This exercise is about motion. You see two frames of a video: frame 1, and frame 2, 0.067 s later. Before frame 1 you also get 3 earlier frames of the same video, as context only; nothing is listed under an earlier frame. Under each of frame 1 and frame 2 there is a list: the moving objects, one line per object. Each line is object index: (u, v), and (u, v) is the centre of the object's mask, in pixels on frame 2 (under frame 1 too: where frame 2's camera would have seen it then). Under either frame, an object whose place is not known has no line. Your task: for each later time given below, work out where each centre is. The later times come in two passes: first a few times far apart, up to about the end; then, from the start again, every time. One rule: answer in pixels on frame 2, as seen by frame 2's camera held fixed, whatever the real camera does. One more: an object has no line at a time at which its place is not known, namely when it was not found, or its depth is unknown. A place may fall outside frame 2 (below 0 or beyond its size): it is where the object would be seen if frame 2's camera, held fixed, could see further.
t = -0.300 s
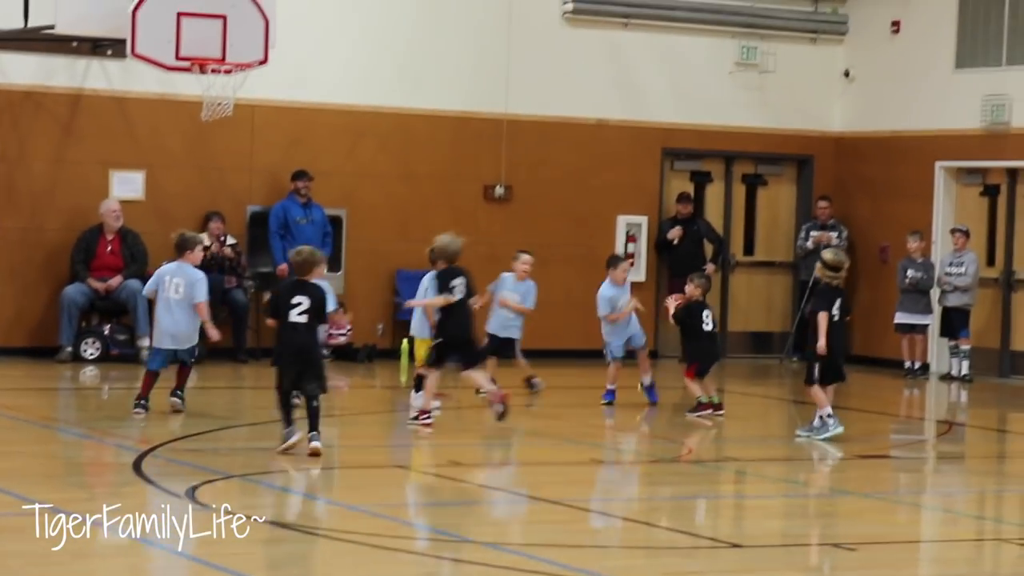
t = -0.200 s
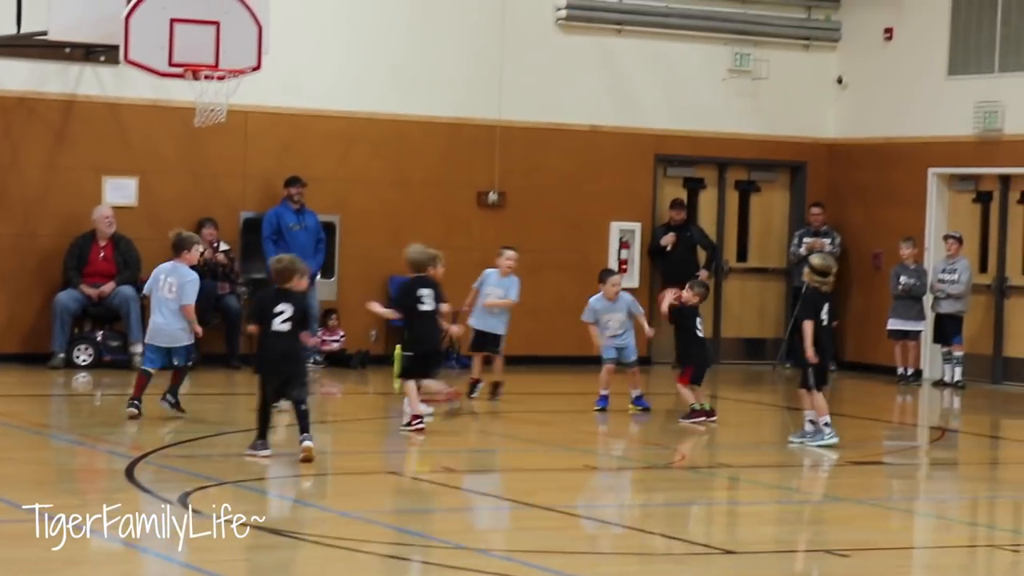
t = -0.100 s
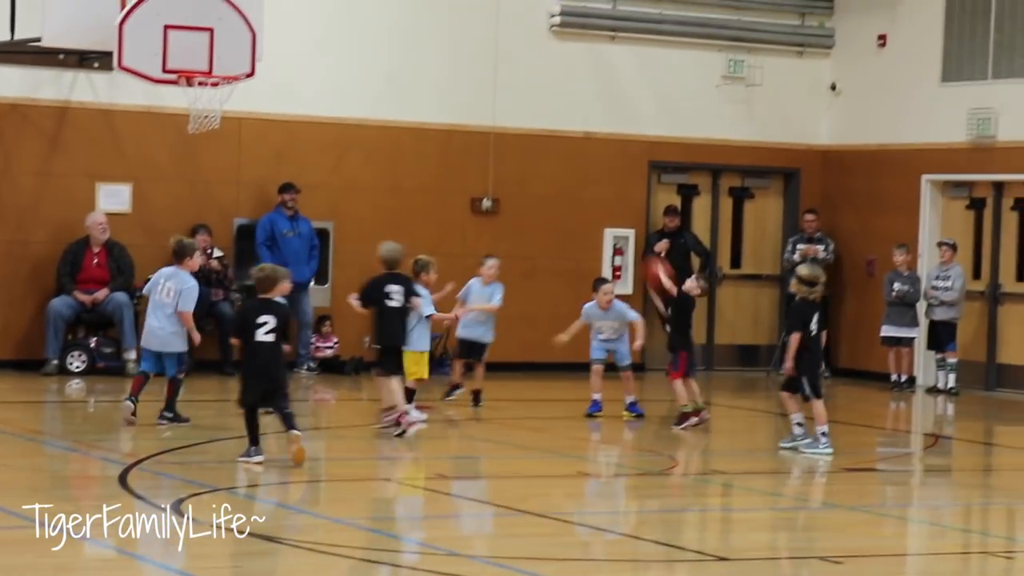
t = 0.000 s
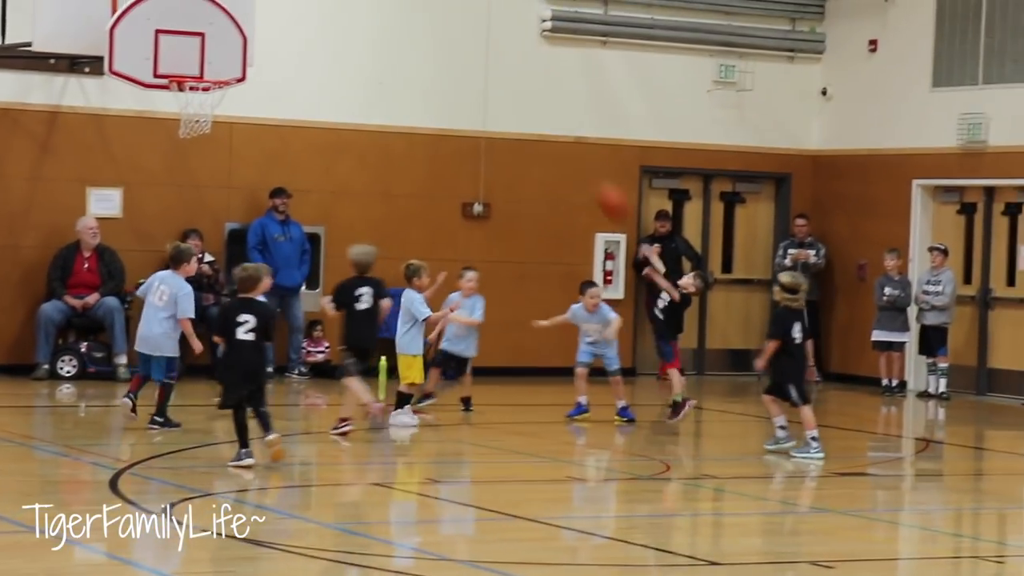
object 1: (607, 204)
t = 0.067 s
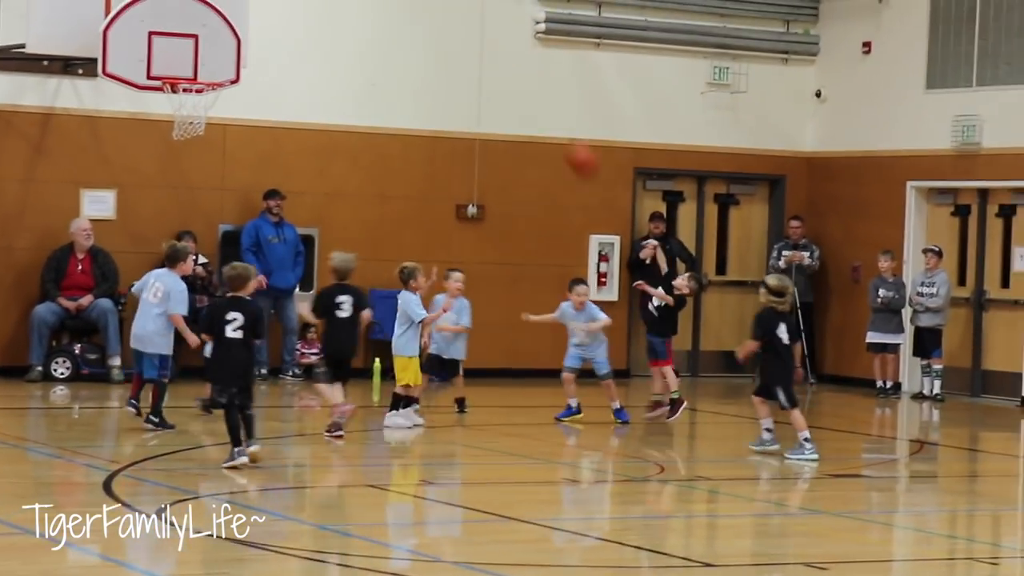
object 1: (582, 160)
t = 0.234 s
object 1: (516, 71)
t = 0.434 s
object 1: (439, 14)
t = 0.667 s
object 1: (347, 12)
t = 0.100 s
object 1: (569, 139)
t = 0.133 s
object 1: (556, 119)
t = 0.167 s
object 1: (542, 101)
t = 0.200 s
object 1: (529, 86)
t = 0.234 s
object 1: (516, 71)
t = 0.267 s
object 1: (503, 58)
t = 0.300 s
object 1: (490, 46)
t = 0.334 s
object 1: (477, 36)
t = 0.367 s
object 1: (464, 28)
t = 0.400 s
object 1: (452, 20)
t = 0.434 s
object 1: (439, 14)
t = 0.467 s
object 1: (426, 10)
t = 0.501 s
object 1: (413, 7)
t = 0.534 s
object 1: (399, 5)
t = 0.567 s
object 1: (387, 5)
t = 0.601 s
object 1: (374, 6)
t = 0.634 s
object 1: (361, 9)
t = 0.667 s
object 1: (347, 12)
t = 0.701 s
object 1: (334, 17)
